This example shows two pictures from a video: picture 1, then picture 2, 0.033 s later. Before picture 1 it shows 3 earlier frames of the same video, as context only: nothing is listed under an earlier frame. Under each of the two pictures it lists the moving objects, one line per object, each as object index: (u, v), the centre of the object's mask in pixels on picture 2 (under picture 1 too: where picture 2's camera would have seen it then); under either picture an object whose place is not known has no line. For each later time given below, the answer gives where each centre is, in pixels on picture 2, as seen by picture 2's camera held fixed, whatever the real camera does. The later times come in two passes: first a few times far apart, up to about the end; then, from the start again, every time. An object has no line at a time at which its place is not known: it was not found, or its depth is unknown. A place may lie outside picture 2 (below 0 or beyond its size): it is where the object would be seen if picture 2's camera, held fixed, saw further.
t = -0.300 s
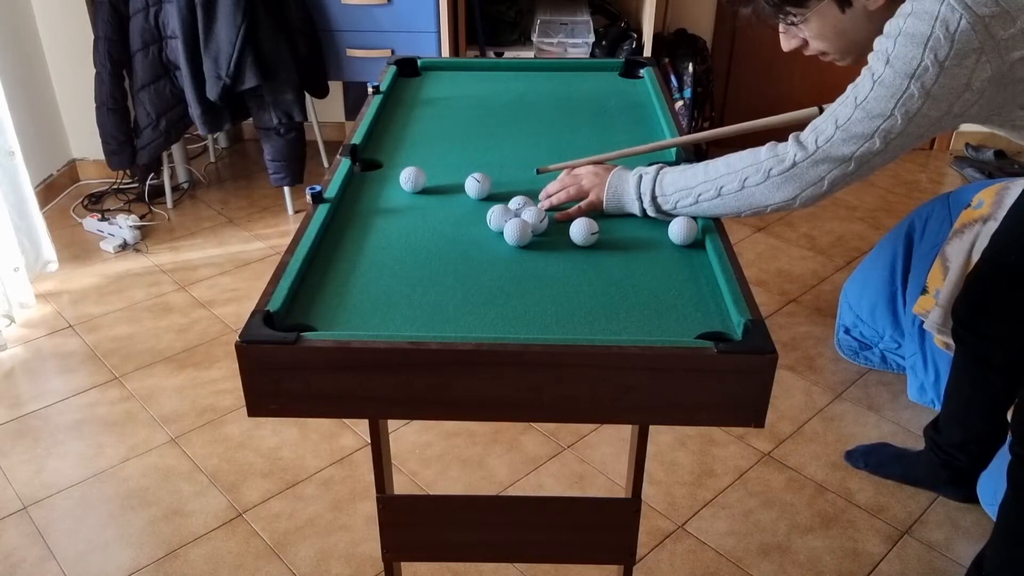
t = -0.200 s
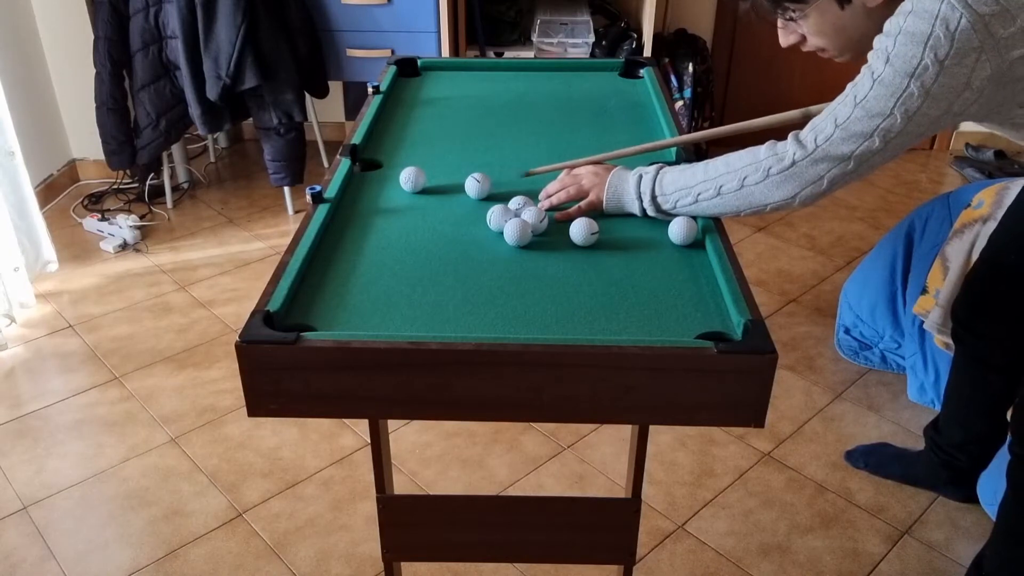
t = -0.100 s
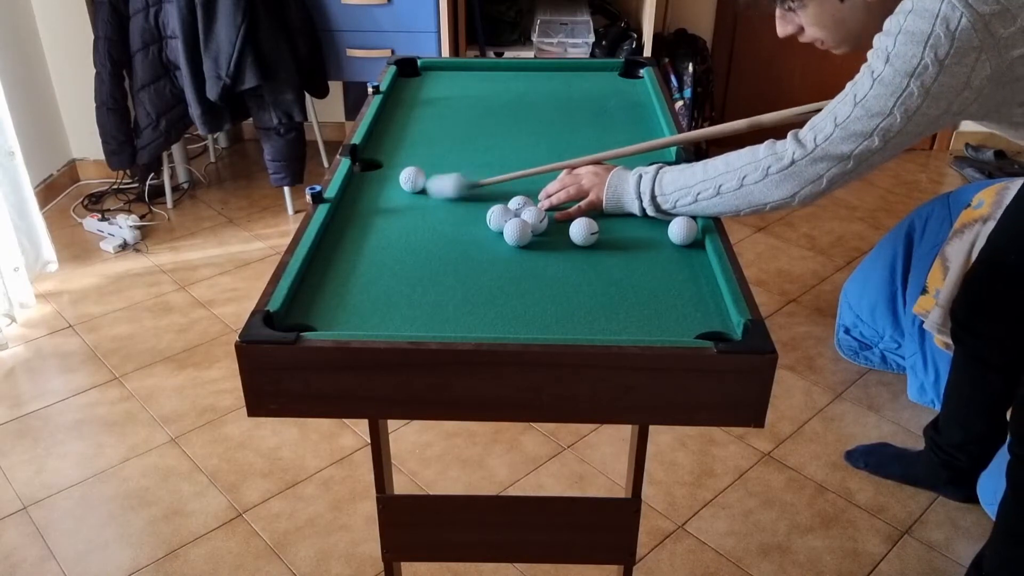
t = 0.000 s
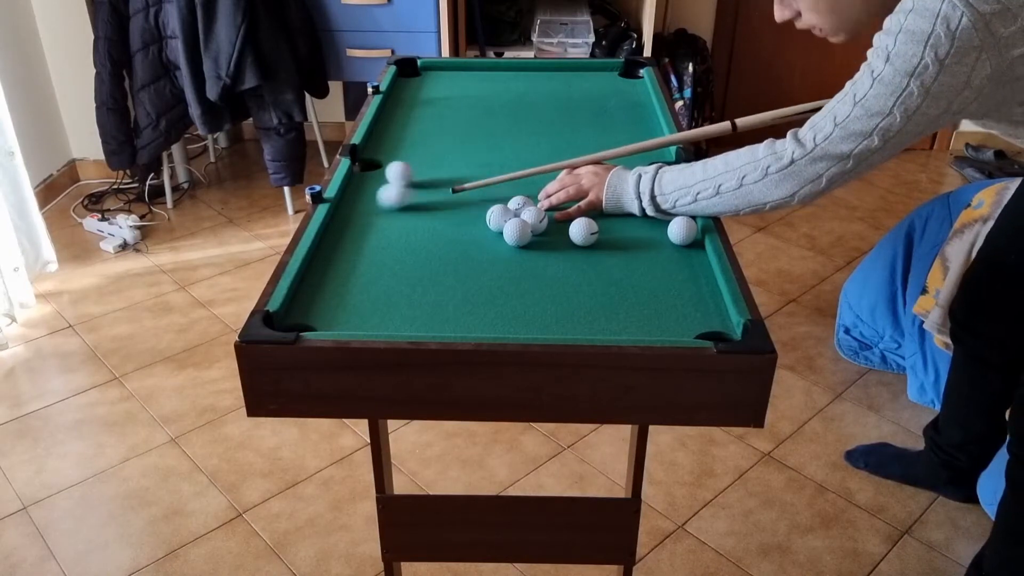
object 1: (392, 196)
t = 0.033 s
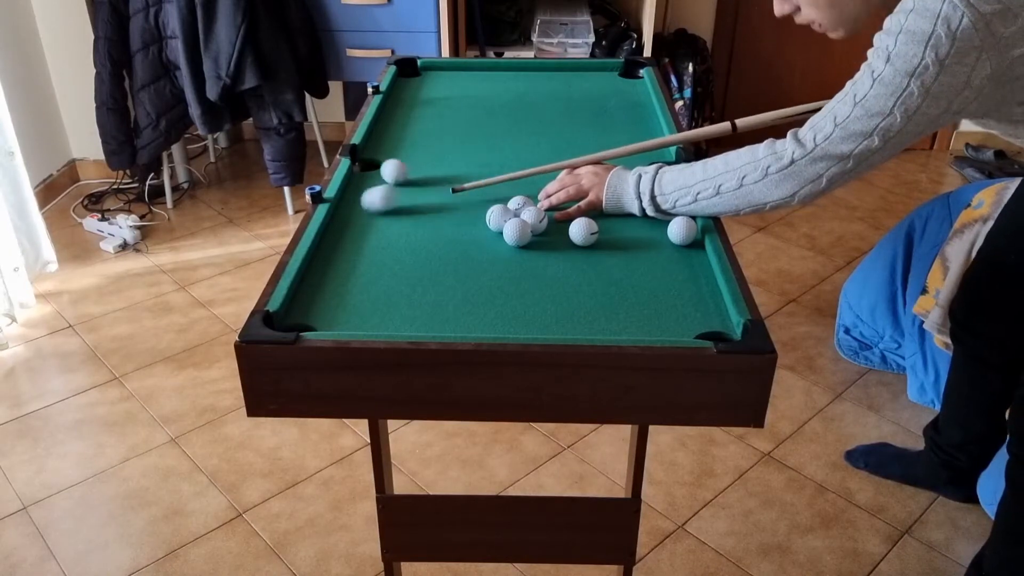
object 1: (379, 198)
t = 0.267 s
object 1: (369, 226)
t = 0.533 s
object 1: (408, 261)
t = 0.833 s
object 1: (456, 301)
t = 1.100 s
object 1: (501, 319)
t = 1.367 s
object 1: (544, 307)
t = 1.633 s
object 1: (583, 296)
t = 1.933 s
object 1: (620, 285)
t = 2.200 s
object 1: (647, 277)
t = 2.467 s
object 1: (671, 272)
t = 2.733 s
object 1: (691, 267)
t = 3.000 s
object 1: (696, 263)
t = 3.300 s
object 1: (688, 261)
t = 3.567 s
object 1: (689, 262)
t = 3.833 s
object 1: (688, 262)
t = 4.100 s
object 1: (688, 262)
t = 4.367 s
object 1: (688, 262)
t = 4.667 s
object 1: (688, 262)
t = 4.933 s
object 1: (688, 262)
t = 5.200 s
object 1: (688, 262)
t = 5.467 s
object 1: (688, 262)
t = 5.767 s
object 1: (688, 262)
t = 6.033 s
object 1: (688, 262)
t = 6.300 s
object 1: (688, 262)
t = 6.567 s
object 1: (688, 262)
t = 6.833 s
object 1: (688, 262)
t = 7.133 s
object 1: (688, 262)
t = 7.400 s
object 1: (688, 262)
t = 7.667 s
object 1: (688, 262)
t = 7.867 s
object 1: (688, 262)
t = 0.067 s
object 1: (364, 202)
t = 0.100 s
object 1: (349, 205)
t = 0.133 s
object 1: (345, 208)
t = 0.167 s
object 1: (352, 213)
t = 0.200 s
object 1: (359, 217)
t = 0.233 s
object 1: (365, 222)
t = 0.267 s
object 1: (369, 226)
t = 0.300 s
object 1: (374, 230)
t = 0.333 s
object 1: (378, 234)
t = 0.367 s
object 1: (384, 239)
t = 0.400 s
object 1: (389, 243)
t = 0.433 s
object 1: (394, 247)
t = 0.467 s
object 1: (399, 251)
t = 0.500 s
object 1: (404, 256)
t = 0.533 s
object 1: (408, 261)
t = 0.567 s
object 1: (414, 265)
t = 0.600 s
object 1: (419, 269)
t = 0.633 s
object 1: (424, 274)
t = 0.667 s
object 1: (429, 278)
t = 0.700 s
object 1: (434, 283)
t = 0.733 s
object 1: (439, 287)
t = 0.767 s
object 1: (445, 292)
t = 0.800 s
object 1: (450, 297)
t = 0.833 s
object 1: (456, 301)
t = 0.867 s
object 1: (461, 306)
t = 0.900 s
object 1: (467, 310)
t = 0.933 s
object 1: (473, 315)
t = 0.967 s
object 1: (478, 318)
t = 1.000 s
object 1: (484, 322)
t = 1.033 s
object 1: (490, 322)
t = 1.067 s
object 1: (496, 321)
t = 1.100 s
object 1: (501, 319)
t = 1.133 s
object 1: (507, 318)
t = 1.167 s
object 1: (513, 316)
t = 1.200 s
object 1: (518, 315)
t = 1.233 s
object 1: (524, 313)
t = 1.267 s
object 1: (529, 311)
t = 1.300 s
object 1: (534, 310)
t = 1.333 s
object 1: (539, 308)
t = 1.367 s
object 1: (544, 307)
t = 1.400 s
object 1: (550, 305)
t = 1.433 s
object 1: (555, 304)
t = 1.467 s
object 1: (560, 303)
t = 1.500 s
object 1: (564, 301)
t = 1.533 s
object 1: (569, 300)
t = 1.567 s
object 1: (574, 298)
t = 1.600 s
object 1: (578, 297)
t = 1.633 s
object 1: (583, 296)
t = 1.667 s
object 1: (587, 294)
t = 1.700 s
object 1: (591, 293)
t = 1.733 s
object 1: (596, 292)
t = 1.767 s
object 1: (600, 291)
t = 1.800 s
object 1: (604, 290)
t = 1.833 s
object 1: (608, 288)
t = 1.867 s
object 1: (612, 287)
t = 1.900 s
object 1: (616, 286)
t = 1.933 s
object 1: (620, 285)
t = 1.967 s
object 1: (623, 284)
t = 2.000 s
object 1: (626, 283)
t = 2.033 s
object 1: (630, 282)
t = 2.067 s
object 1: (634, 281)
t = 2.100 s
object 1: (637, 280)
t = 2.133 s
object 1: (640, 279)
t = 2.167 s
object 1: (644, 278)
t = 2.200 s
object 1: (647, 277)
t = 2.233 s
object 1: (650, 276)
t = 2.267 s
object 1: (653, 276)
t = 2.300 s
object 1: (656, 275)
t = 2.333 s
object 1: (659, 274)
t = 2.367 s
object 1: (662, 273)
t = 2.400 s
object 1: (665, 273)
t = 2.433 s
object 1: (668, 272)
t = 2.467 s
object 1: (671, 272)
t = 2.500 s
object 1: (673, 271)
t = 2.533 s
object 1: (676, 271)
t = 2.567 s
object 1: (679, 270)
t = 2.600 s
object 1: (681, 269)
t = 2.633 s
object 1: (684, 269)
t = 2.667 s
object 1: (686, 268)
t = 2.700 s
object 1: (688, 268)
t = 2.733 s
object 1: (691, 267)
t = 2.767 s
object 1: (693, 267)
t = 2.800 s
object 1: (696, 266)
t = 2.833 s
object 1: (698, 266)
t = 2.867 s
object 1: (700, 265)
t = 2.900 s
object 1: (699, 264)
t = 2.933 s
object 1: (698, 264)
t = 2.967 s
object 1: (697, 264)
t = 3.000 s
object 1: (696, 263)
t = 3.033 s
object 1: (694, 263)
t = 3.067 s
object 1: (694, 263)
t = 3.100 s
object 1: (693, 263)
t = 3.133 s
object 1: (692, 262)
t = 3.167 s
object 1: (691, 262)
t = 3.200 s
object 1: (690, 262)
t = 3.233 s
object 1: (690, 262)
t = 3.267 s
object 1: (689, 261)
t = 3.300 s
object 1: (688, 261)
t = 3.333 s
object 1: (687, 261)
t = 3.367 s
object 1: (687, 261)
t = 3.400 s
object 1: (687, 261)
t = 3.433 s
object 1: (687, 262)
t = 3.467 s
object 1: (688, 262)
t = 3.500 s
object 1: (688, 262)
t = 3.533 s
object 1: (688, 262)
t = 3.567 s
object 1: (689, 262)
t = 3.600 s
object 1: (689, 262)
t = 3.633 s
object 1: (688, 262)
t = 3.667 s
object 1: (688, 262)
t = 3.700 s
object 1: (688, 262)
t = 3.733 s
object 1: (688, 262)
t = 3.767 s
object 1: (688, 262)
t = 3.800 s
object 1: (688, 262)
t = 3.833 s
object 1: (688, 262)
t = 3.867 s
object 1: (688, 262)
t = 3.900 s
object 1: (688, 262)
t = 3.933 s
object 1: (688, 262)
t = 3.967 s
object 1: (688, 262)
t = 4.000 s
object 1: (688, 262)
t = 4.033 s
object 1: (688, 261)
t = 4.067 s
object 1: (688, 261)
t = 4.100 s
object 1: (688, 262)
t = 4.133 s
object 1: (688, 262)
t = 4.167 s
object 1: (688, 262)
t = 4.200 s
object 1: (688, 262)
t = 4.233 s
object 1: (688, 262)
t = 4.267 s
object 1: (688, 262)
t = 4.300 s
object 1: (688, 262)
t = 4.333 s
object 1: (688, 262)
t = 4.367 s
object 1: (688, 262)
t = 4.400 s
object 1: (688, 262)
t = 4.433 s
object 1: (688, 262)
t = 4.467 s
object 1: (688, 262)
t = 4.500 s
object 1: (688, 262)
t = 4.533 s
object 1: (688, 262)
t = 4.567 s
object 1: (688, 262)
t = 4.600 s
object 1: (688, 262)
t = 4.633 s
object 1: (688, 262)
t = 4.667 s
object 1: (688, 262)
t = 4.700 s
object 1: (688, 262)
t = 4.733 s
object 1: (688, 262)
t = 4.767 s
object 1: (688, 262)
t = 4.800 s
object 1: (688, 262)
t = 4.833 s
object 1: (688, 262)
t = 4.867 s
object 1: (688, 262)
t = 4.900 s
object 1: (688, 262)
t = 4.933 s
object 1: (688, 262)
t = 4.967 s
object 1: (688, 262)
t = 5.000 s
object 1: (688, 262)
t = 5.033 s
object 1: (688, 262)
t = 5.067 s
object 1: (688, 262)
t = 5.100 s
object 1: (688, 262)
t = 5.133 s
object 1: (688, 262)
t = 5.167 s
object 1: (688, 262)
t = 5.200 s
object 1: (688, 262)
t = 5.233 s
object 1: (688, 262)
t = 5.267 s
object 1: (688, 262)
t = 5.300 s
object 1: (688, 262)
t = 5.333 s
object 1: (688, 262)
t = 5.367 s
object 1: (688, 262)
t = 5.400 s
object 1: (688, 262)
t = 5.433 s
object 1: (688, 262)
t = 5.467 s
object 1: (688, 262)
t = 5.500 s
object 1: (688, 262)
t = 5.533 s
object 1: (688, 262)
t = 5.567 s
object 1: (688, 262)
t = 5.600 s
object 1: (688, 262)
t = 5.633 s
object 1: (688, 262)
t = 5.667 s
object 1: (688, 262)
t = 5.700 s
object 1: (688, 262)
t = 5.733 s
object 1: (688, 262)
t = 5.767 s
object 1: (688, 262)
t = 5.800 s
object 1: (688, 262)
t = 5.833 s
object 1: (688, 262)
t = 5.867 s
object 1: (688, 262)
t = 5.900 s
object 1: (688, 262)
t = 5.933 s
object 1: (688, 262)
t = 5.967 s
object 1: (688, 262)
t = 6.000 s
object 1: (688, 262)
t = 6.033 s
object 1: (688, 262)
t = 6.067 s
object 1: (688, 262)
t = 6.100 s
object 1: (688, 262)
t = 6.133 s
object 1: (688, 262)
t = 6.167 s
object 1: (688, 262)
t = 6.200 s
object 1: (688, 262)
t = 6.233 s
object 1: (688, 262)
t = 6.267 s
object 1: (688, 262)
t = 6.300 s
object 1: (688, 262)
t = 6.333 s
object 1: (688, 262)
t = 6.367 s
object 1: (688, 262)
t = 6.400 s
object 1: (688, 262)
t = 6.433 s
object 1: (688, 262)
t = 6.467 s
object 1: (688, 262)
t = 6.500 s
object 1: (688, 262)
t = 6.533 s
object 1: (688, 262)
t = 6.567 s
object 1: (688, 262)
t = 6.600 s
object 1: (688, 262)
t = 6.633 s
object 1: (688, 262)
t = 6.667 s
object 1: (688, 262)
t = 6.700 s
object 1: (688, 262)
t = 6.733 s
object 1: (688, 262)
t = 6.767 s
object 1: (688, 262)
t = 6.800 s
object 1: (688, 262)
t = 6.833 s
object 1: (688, 262)
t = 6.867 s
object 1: (688, 262)
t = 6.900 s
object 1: (688, 262)
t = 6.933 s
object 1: (688, 262)
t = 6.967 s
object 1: (688, 262)
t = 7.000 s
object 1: (688, 262)
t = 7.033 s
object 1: (688, 262)
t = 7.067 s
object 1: (688, 262)
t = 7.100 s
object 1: (688, 262)
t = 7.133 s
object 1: (688, 262)
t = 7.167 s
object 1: (688, 262)
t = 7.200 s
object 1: (688, 262)
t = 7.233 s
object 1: (688, 262)
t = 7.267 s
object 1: (688, 262)
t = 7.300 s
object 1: (688, 262)
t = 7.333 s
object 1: (688, 262)
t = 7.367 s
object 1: (688, 262)
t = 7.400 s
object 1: (688, 262)
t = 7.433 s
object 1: (688, 262)
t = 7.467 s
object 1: (688, 262)
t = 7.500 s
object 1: (688, 262)
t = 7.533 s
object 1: (688, 262)
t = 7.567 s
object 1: (688, 261)
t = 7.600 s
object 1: (688, 262)
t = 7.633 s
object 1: (688, 262)
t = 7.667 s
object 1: (688, 262)
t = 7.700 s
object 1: (688, 262)
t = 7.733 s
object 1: (688, 262)
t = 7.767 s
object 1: (688, 262)
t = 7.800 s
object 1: (688, 262)
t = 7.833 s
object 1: (688, 262)
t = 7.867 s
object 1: (688, 262)
